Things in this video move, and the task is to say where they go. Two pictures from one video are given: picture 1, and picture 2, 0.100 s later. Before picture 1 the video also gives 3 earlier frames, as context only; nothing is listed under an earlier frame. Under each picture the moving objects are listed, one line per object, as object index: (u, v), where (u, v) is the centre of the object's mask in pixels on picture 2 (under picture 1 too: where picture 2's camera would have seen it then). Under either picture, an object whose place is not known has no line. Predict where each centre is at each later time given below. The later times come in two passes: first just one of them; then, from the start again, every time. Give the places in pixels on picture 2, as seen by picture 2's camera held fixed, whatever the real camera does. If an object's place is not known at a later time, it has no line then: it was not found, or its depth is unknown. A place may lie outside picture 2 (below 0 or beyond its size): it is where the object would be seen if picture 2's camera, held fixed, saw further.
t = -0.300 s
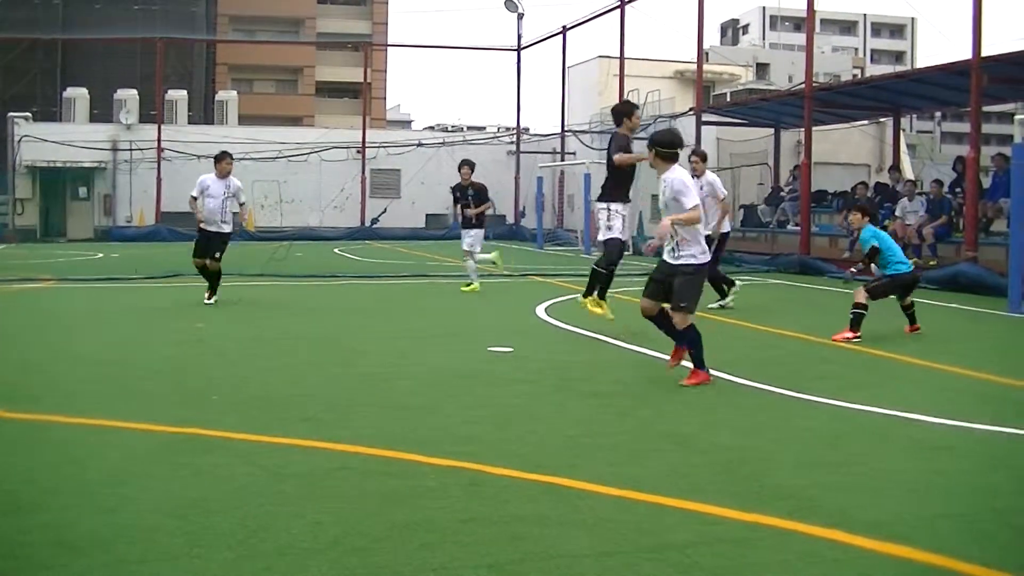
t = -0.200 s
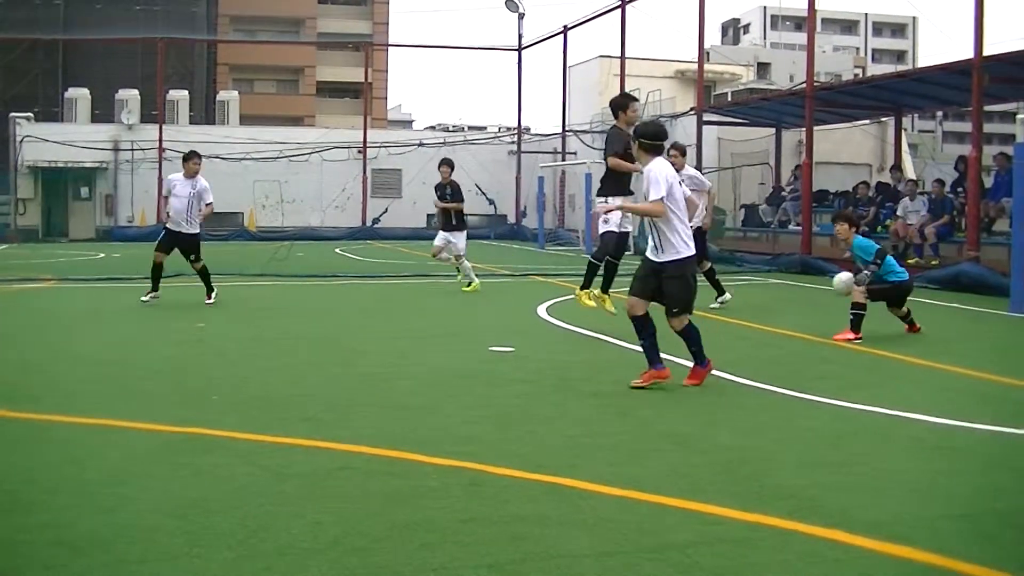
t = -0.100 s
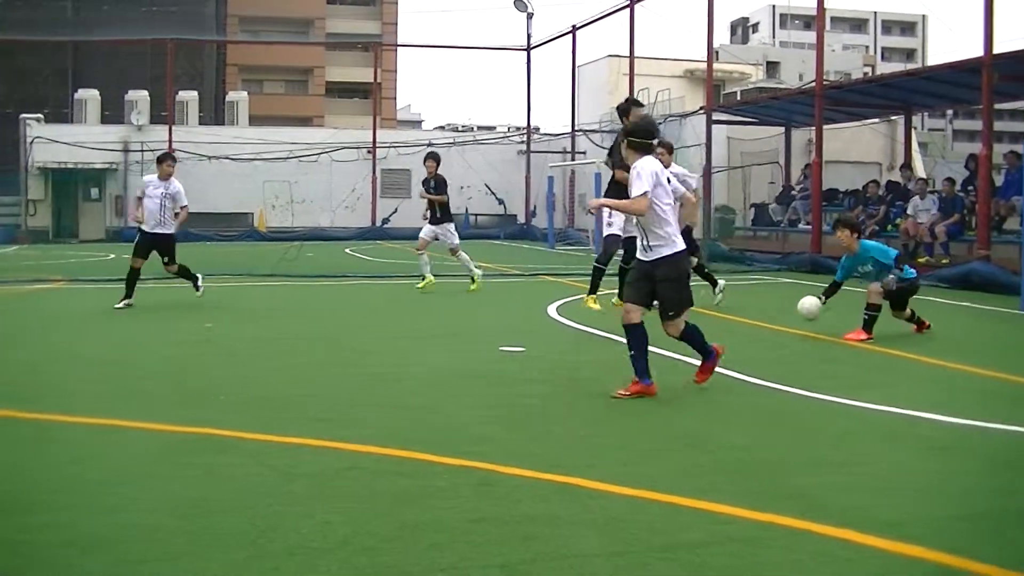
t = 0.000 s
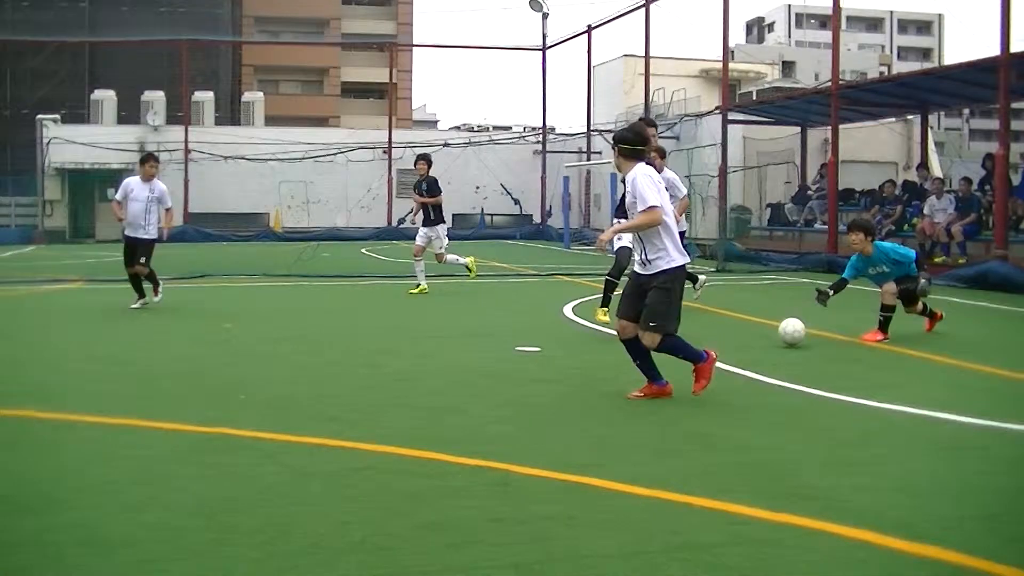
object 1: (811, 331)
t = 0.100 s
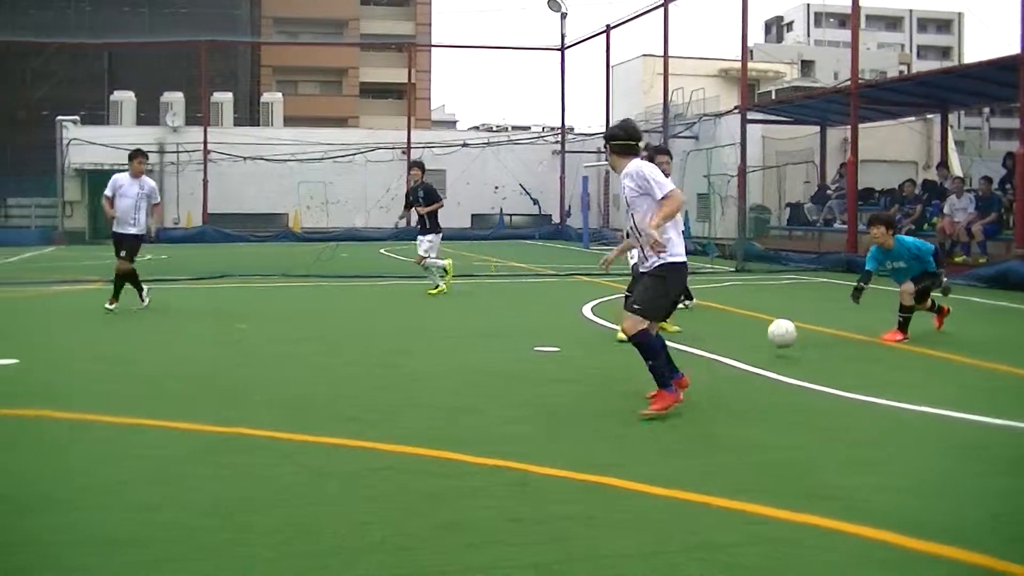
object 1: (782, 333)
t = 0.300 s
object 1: (717, 360)
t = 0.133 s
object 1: (772, 335)
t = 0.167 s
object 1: (761, 337)
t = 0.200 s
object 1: (751, 342)
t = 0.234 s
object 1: (739, 352)
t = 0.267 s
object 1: (727, 361)
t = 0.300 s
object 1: (717, 360)
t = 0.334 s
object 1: (708, 360)
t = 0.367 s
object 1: (697, 362)
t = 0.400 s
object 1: (686, 367)
